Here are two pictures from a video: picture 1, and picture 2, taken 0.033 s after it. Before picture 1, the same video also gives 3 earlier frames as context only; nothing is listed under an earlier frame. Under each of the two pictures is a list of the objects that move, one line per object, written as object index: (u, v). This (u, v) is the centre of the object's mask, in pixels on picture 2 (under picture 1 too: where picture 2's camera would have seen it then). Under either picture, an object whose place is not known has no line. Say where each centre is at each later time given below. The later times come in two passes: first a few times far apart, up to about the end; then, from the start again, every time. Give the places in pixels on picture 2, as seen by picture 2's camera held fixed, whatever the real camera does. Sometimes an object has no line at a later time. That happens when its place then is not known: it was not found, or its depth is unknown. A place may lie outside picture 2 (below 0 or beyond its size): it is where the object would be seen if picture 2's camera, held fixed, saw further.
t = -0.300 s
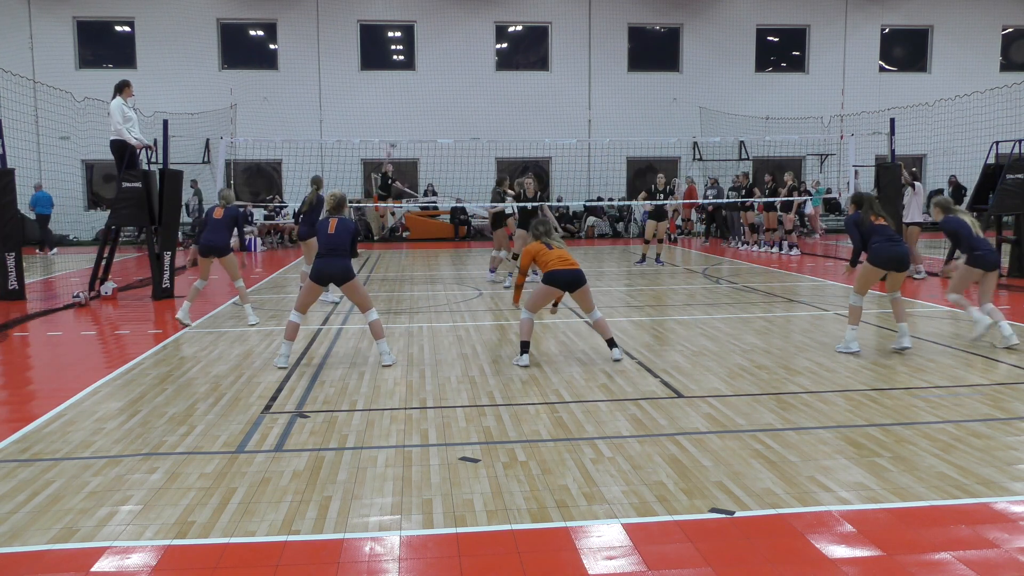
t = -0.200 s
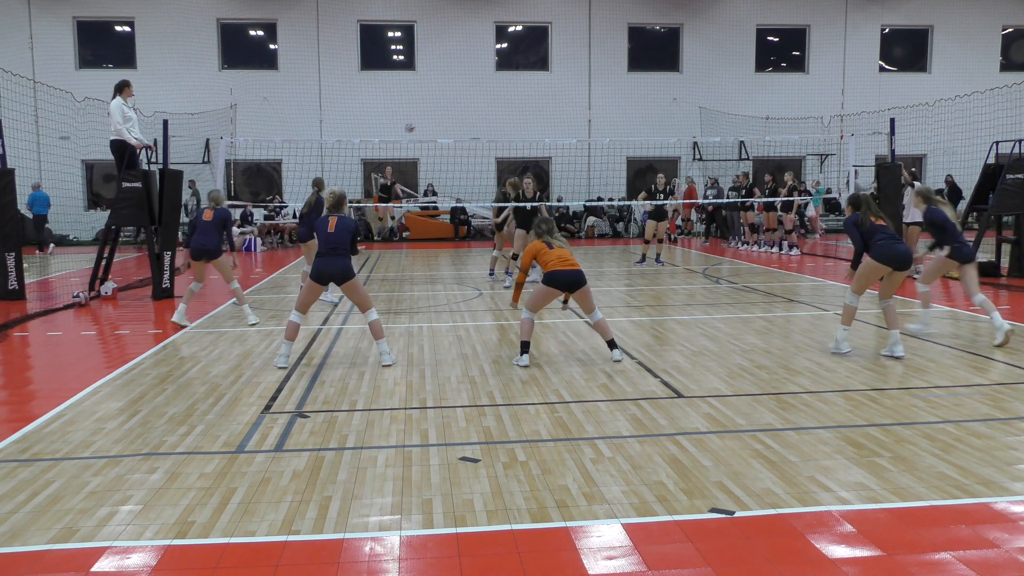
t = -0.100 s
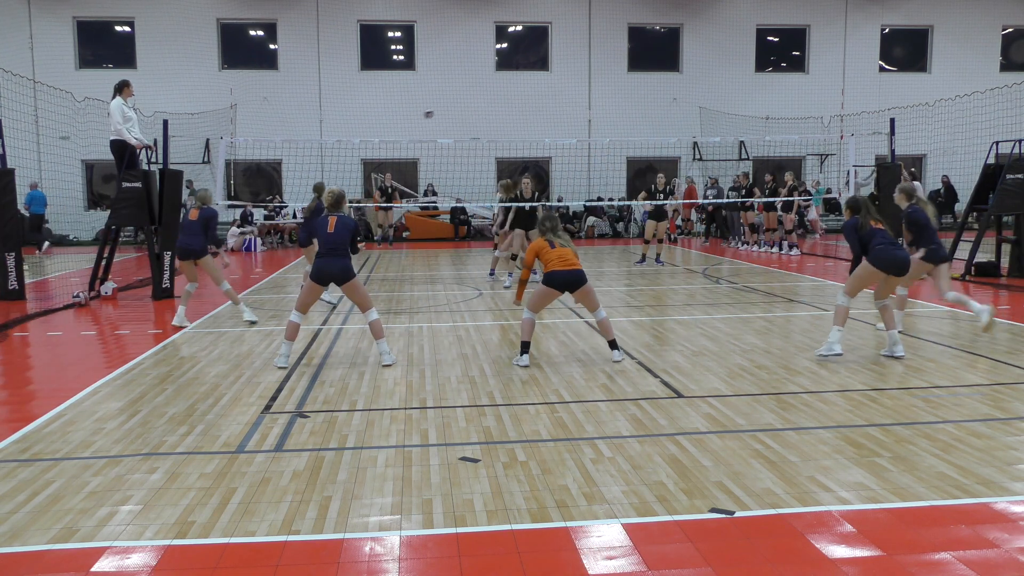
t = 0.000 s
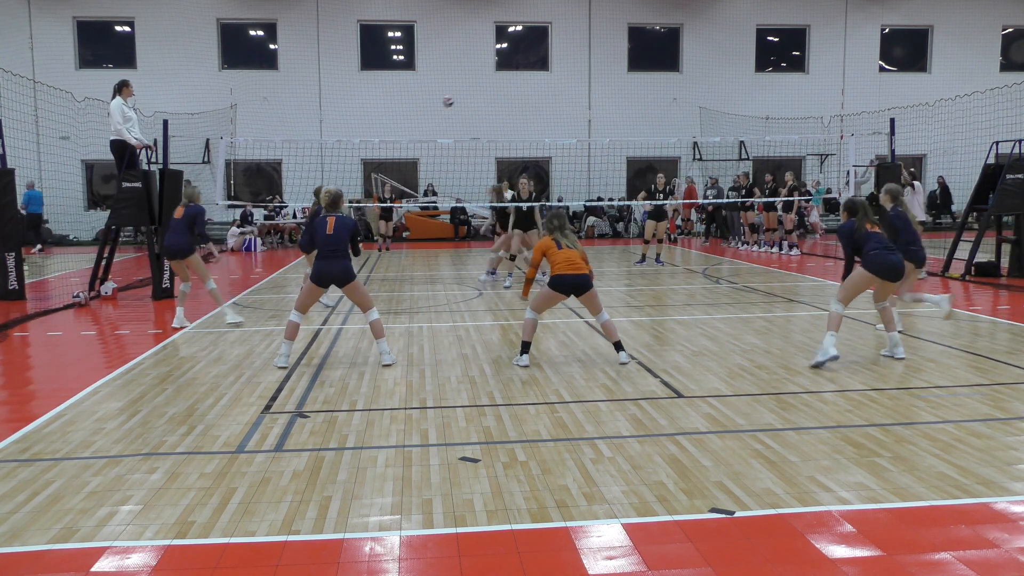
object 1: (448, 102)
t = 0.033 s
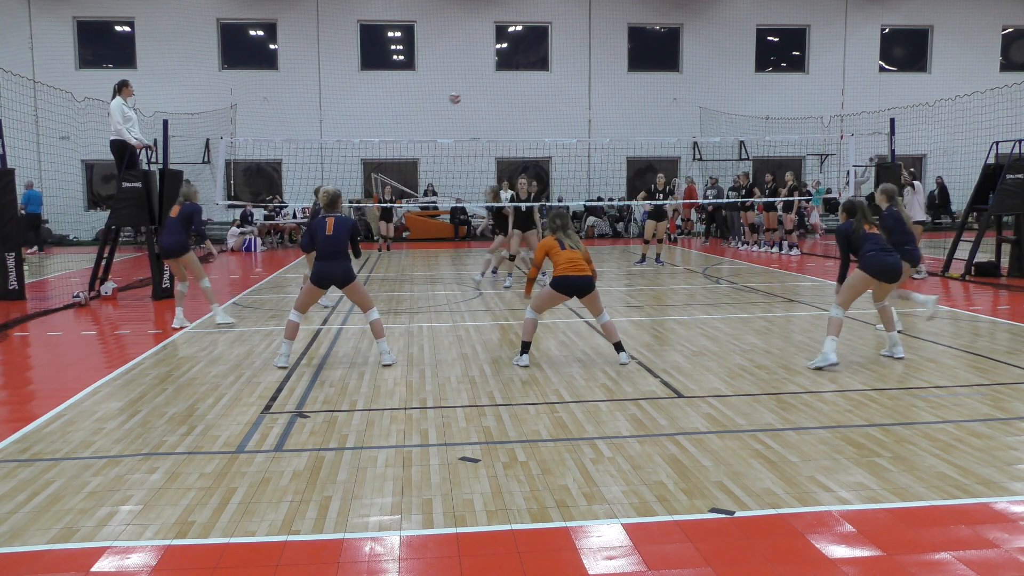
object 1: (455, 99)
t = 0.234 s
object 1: (505, 91)
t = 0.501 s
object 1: (603, 120)
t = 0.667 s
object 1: (698, 183)
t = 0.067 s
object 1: (461, 96)
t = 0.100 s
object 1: (469, 94)
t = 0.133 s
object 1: (477, 92)
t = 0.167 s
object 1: (486, 91)
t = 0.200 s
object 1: (495, 90)
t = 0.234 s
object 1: (505, 91)
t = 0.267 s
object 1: (514, 91)
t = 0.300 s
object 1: (524, 92)
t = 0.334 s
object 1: (536, 94)
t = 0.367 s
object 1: (549, 96)
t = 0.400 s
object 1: (561, 101)
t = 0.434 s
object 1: (574, 107)
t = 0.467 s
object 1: (588, 113)
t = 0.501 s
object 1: (603, 120)
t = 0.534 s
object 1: (620, 130)
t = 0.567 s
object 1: (638, 141)
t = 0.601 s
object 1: (657, 156)
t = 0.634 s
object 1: (676, 168)
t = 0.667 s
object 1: (698, 183)
